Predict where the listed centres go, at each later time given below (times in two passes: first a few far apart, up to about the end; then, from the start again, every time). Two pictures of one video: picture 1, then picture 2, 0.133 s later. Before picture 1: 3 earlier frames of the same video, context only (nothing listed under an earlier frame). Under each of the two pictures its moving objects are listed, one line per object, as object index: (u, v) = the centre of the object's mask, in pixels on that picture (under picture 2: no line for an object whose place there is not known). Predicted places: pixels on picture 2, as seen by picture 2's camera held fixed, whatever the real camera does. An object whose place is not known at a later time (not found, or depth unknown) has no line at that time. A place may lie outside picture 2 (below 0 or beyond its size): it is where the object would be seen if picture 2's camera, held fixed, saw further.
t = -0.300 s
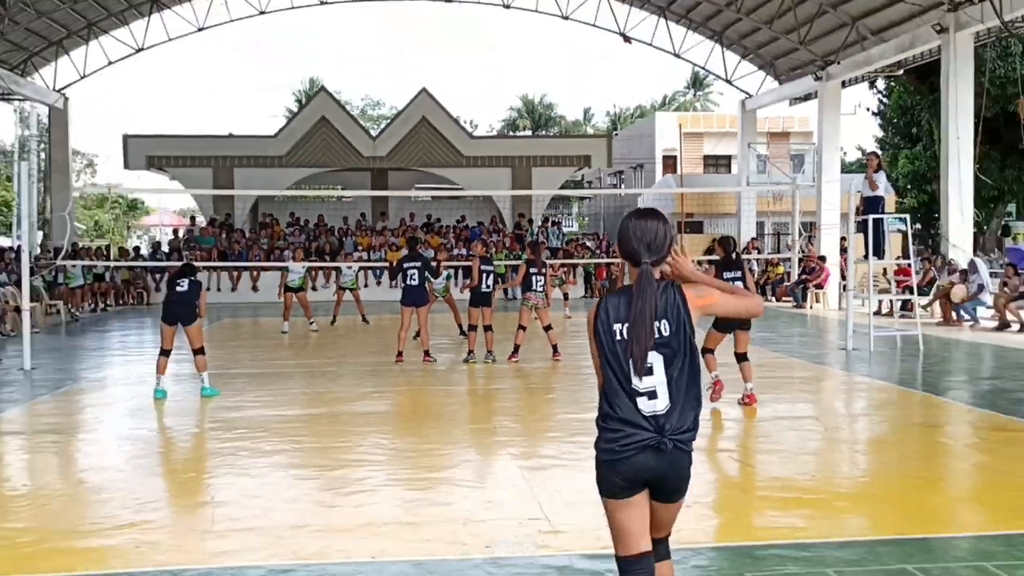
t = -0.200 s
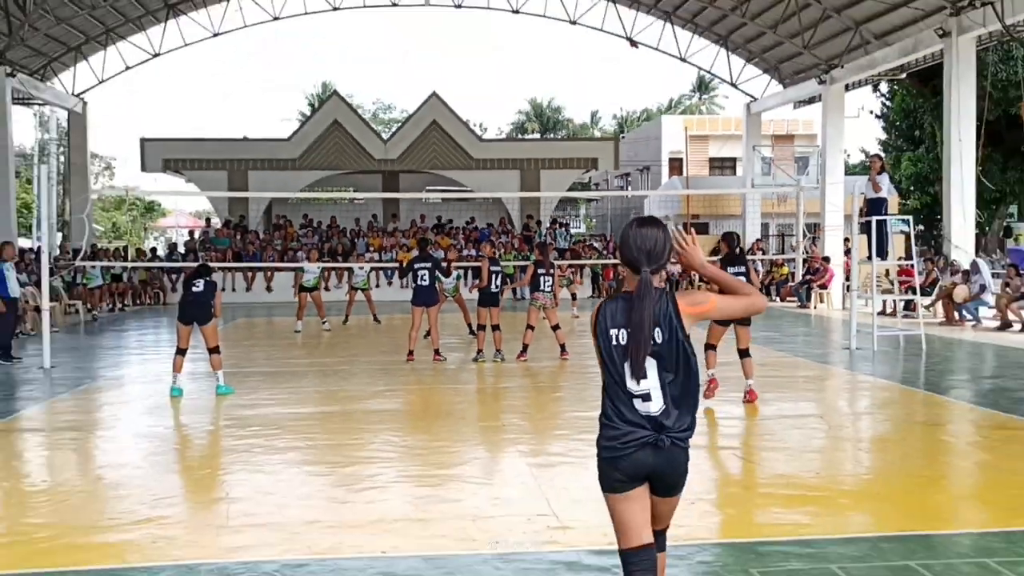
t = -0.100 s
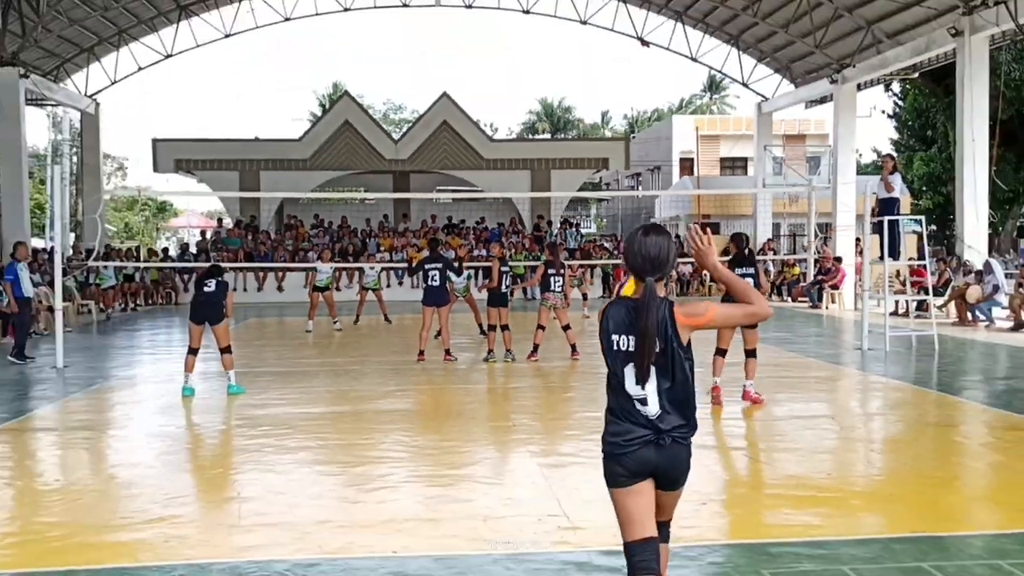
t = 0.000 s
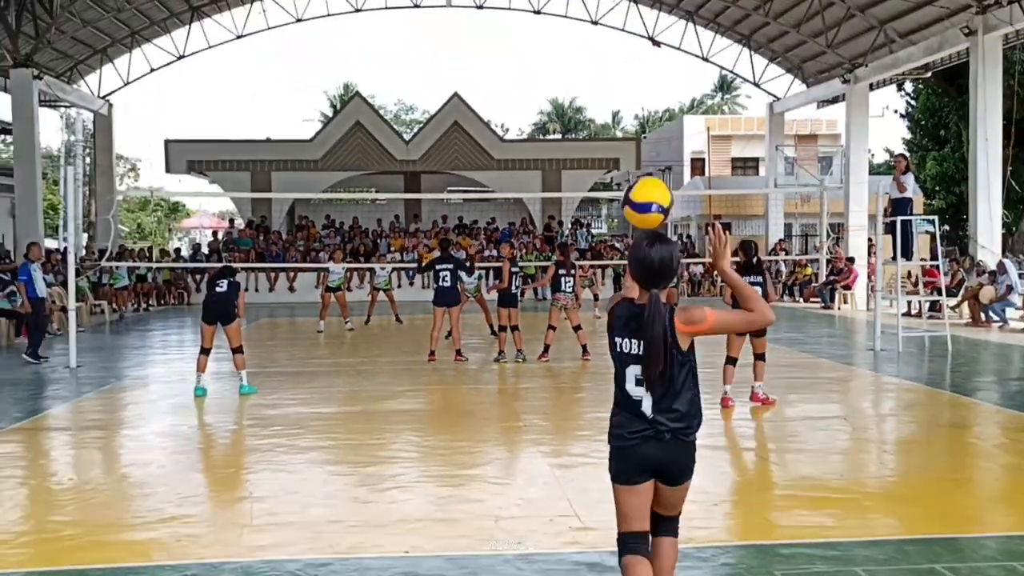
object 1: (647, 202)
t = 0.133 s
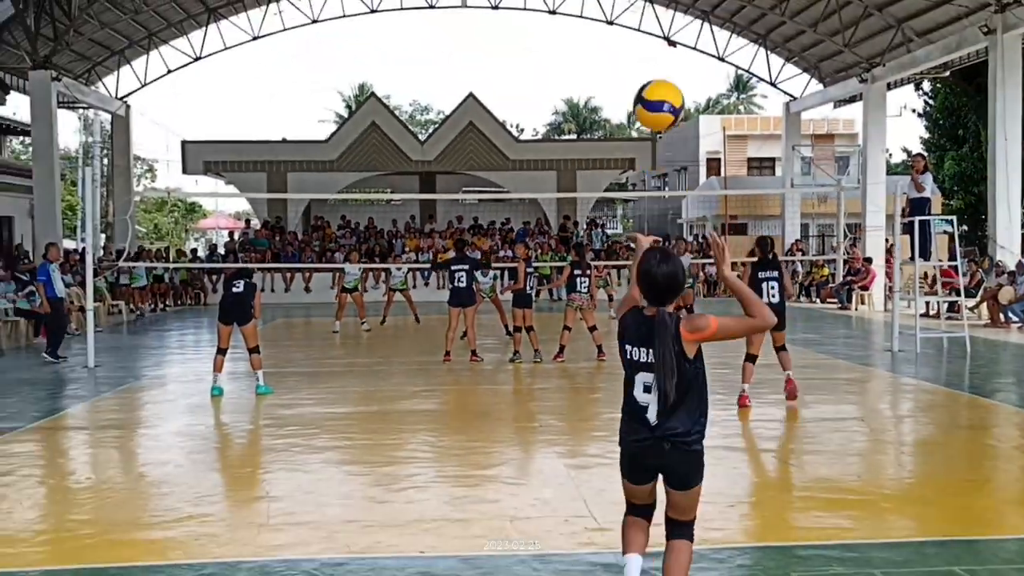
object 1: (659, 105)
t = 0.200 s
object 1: (656, 72)
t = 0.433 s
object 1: (653, 45)
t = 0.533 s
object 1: (652, 73)
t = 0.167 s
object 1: (657, 87)
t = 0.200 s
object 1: (656, 72)
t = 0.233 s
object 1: (656, 60)
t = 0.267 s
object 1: (655, 51)
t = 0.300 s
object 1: (655, 44)
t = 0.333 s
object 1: (654, 41)
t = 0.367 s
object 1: (654, 40)
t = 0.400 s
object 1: (653, 41)
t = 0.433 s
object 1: (653, 45)
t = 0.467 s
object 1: (652, 52)
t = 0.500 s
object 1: (652, 61)
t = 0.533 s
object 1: (652, 73)
